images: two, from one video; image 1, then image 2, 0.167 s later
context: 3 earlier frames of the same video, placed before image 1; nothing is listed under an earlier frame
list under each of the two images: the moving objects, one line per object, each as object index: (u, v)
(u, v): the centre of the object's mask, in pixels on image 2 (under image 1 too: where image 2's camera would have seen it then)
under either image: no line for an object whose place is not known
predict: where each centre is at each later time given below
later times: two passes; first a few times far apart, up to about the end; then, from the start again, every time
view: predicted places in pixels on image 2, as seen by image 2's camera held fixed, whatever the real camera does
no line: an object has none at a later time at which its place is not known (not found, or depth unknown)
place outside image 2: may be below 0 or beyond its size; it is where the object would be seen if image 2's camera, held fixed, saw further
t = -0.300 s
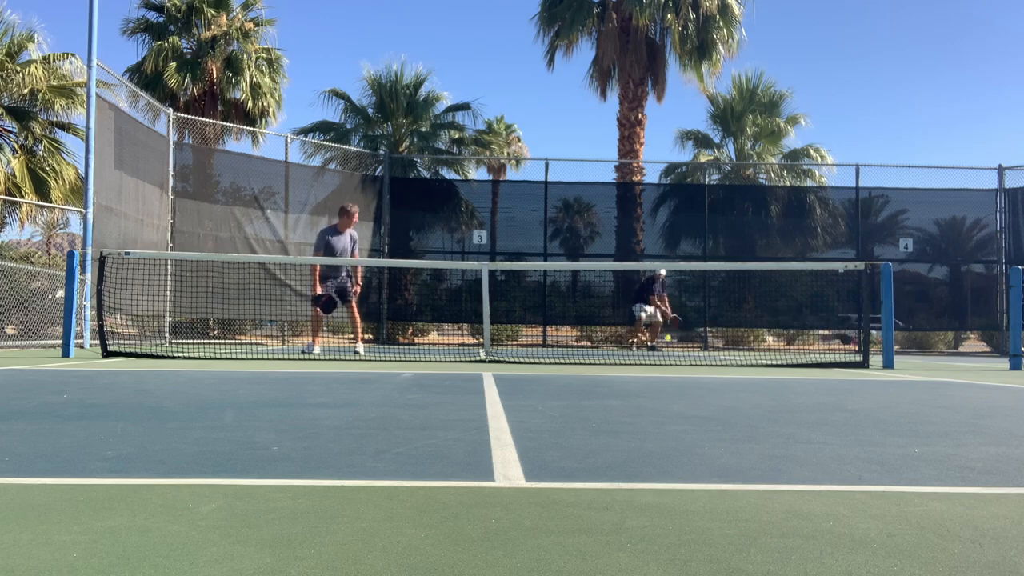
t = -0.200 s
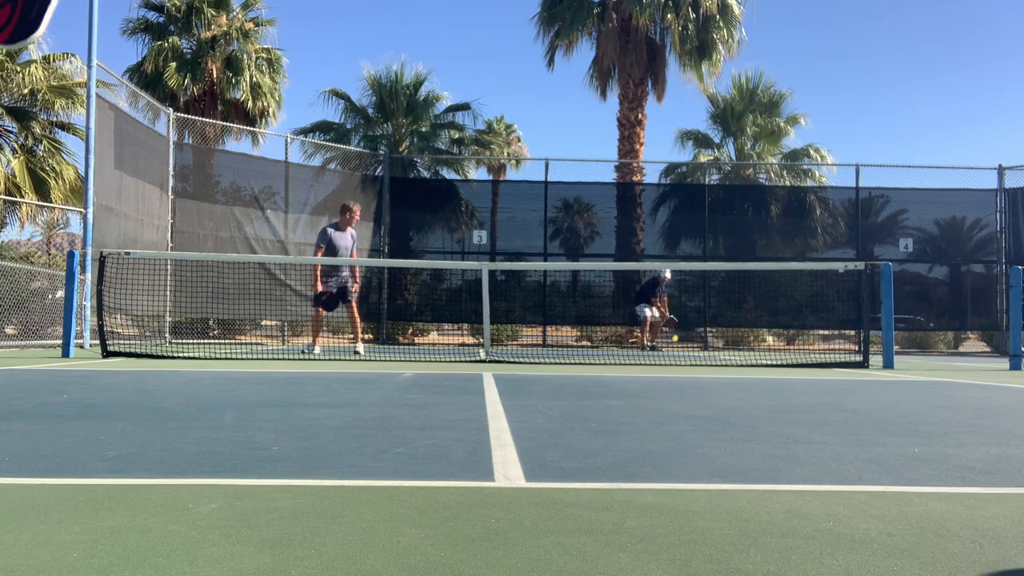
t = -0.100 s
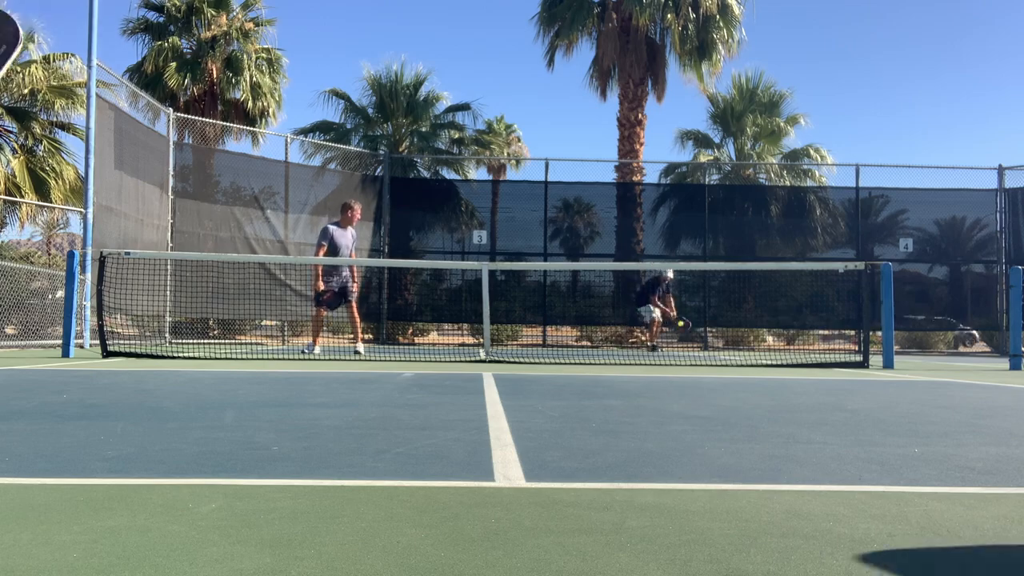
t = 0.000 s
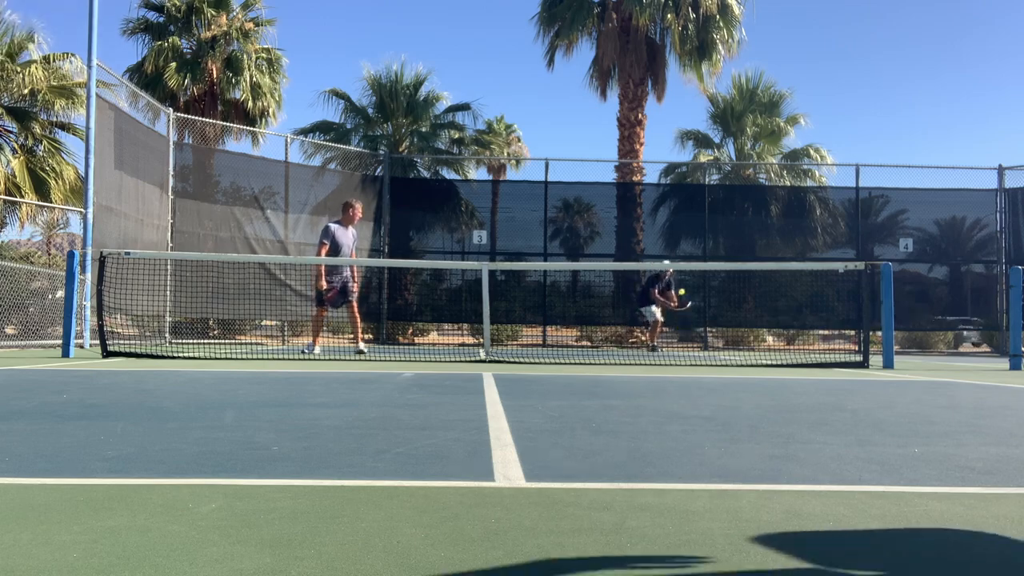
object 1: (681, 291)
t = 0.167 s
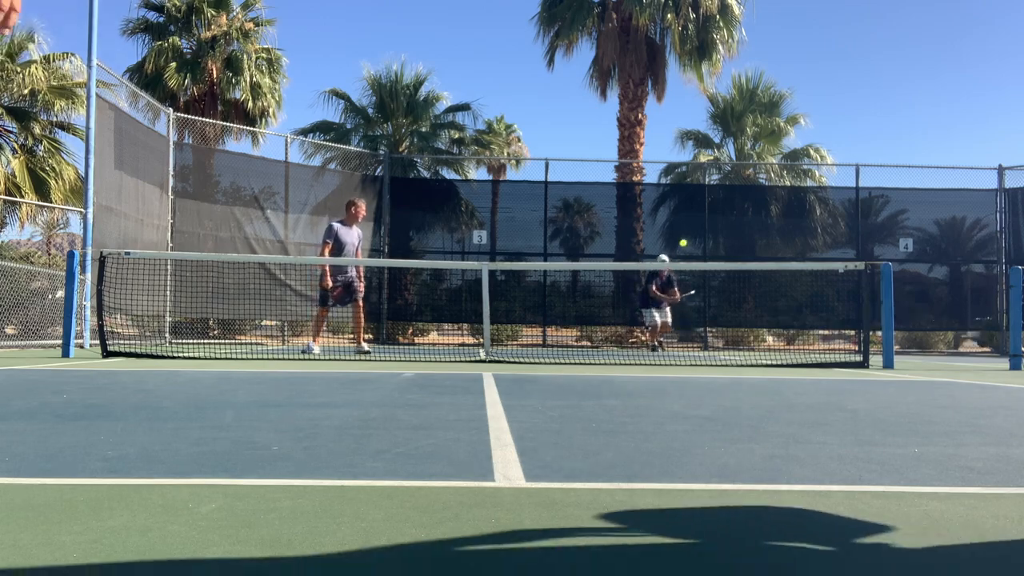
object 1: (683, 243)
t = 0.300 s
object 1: (683, 209)
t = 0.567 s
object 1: (679, 167)
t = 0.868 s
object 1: (661, 208)
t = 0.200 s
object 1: (683, 234)
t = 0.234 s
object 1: (683, 225)
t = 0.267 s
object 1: (683, 217)
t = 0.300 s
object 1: (683, 209)
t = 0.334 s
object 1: (683, 201)
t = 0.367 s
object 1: (683, 195)
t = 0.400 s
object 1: (682, 188)
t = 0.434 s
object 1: (682, 183)
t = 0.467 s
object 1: (682, 177)
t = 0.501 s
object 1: (681, 173)
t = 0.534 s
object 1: (680, 170)
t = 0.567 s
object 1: (679, 167)
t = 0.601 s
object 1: (678, 166)
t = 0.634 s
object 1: (677, 165)
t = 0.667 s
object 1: (675, 166)
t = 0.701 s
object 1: (673, 168)
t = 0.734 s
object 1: (671, 172)
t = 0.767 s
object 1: (669, 178)
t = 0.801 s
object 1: (667, 185)
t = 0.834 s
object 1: (664, 195)
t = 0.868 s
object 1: (661, 208)
